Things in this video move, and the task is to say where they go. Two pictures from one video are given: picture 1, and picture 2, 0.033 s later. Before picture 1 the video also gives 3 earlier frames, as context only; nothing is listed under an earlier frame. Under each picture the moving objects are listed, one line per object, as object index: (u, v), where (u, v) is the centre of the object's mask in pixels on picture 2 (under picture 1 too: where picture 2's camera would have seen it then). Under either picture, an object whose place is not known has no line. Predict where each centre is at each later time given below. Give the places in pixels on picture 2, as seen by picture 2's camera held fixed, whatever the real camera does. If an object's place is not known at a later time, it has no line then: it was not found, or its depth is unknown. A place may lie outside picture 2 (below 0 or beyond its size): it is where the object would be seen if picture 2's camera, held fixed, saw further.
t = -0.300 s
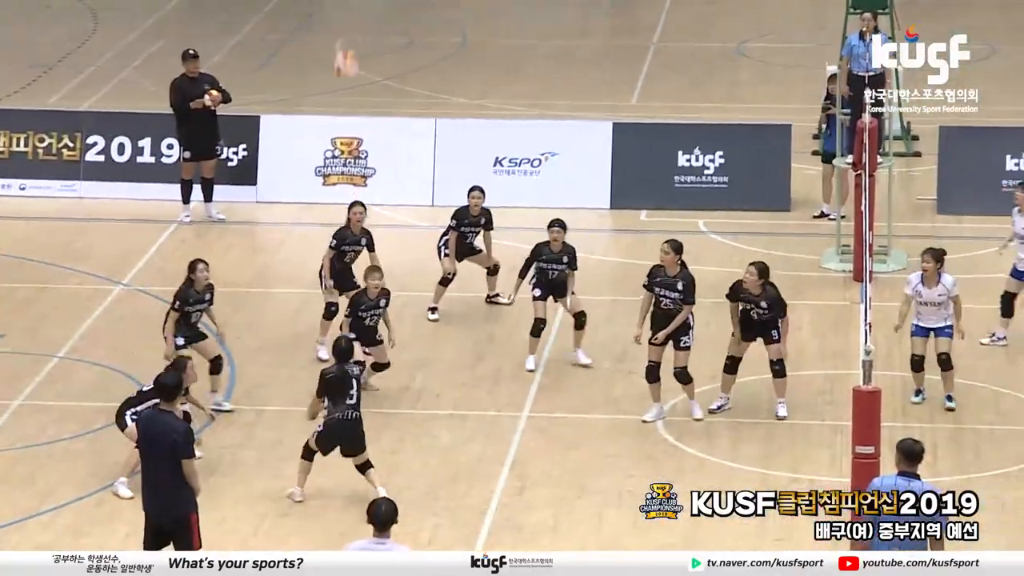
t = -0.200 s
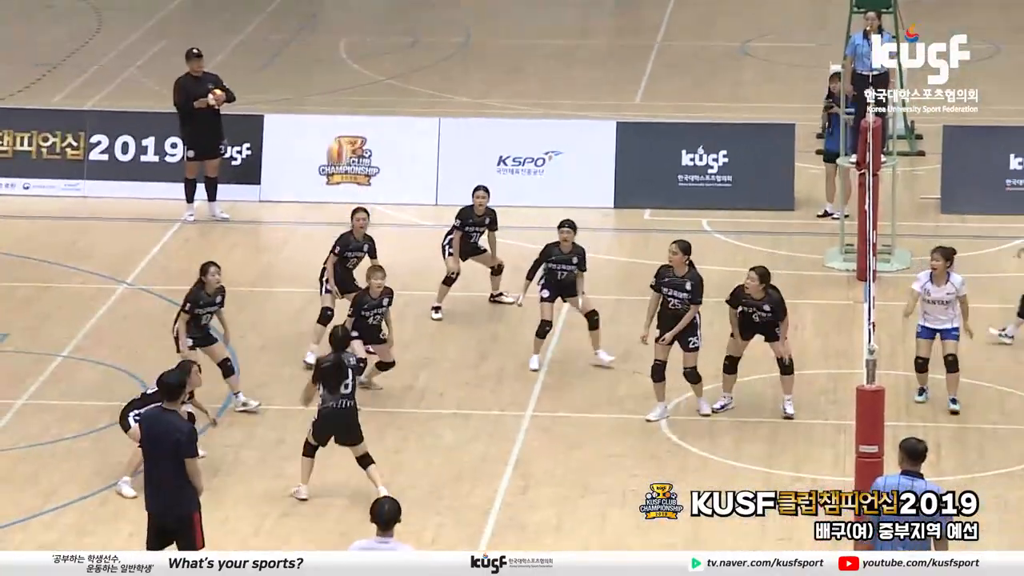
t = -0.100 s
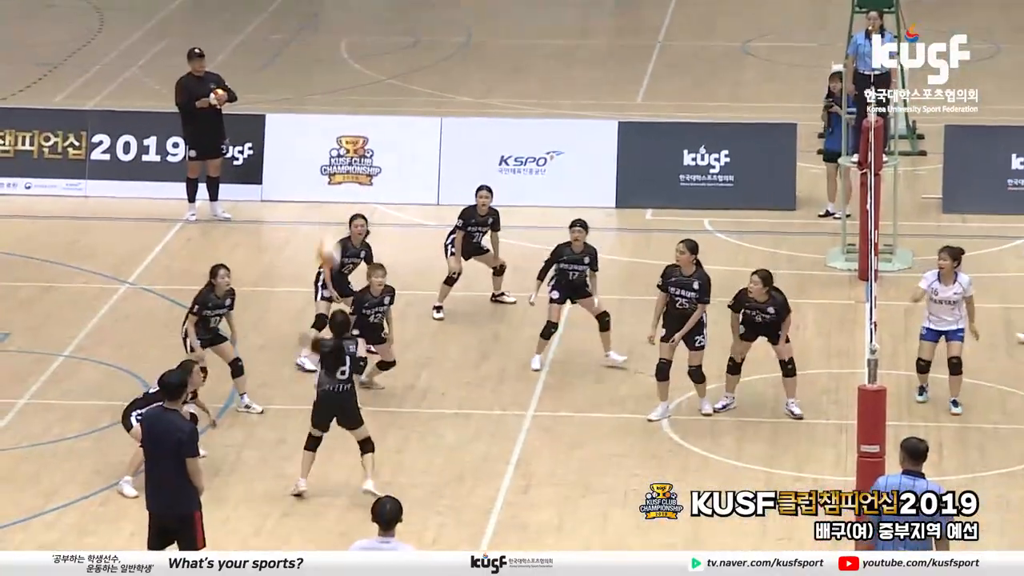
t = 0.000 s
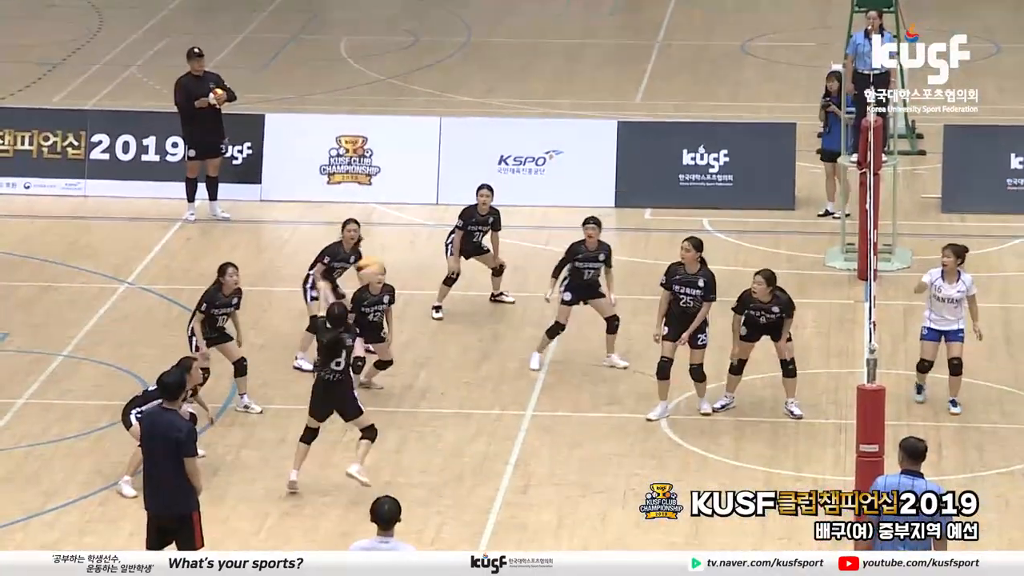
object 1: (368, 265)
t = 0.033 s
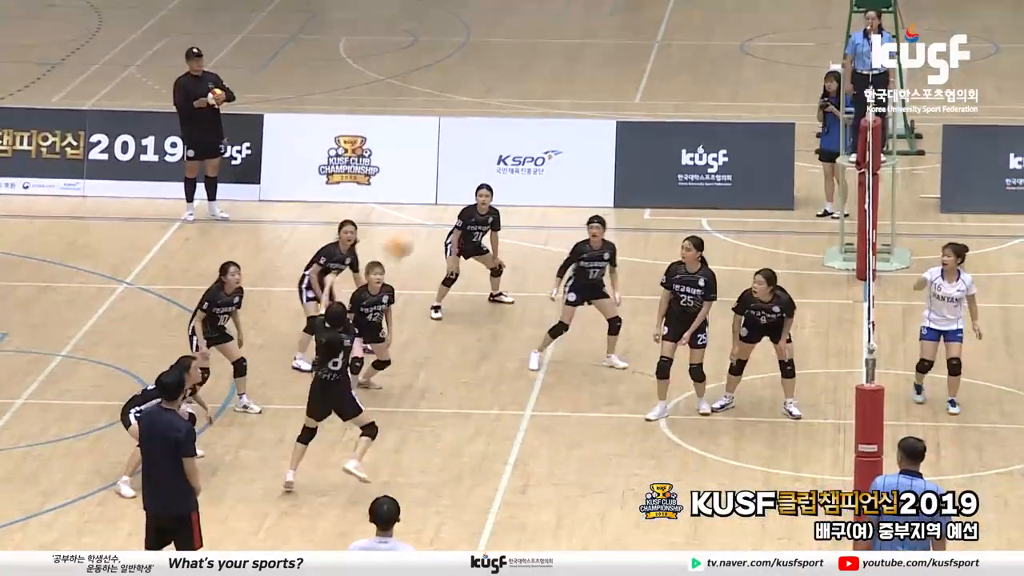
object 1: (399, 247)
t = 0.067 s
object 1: (430, 229)
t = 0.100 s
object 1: (460, 211)
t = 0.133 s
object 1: (488, 195)
